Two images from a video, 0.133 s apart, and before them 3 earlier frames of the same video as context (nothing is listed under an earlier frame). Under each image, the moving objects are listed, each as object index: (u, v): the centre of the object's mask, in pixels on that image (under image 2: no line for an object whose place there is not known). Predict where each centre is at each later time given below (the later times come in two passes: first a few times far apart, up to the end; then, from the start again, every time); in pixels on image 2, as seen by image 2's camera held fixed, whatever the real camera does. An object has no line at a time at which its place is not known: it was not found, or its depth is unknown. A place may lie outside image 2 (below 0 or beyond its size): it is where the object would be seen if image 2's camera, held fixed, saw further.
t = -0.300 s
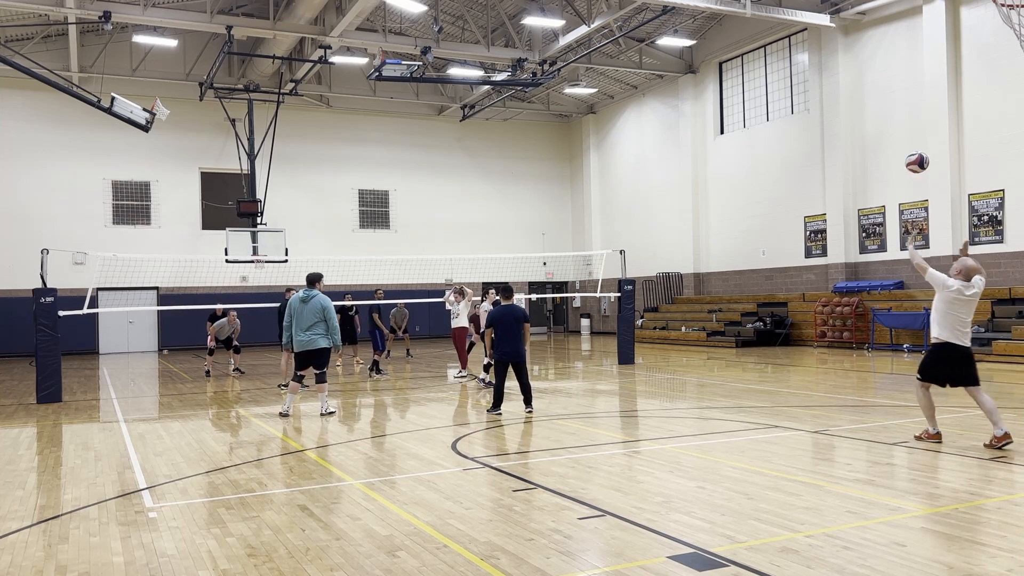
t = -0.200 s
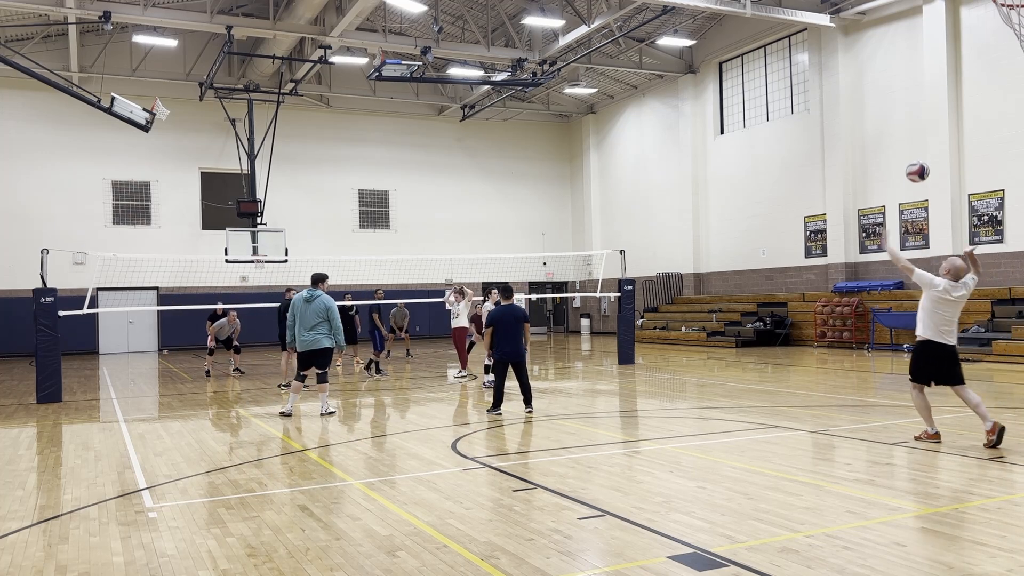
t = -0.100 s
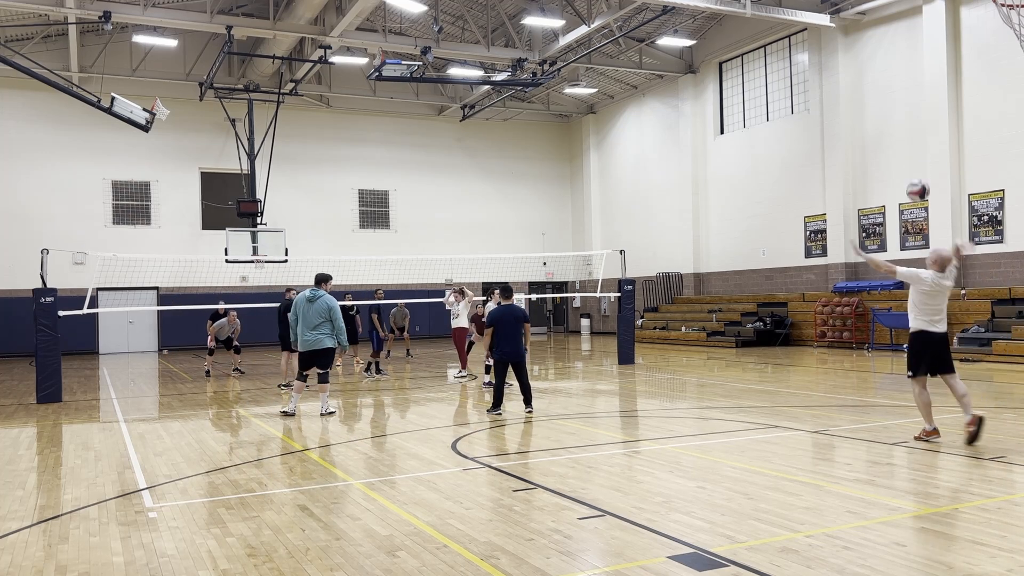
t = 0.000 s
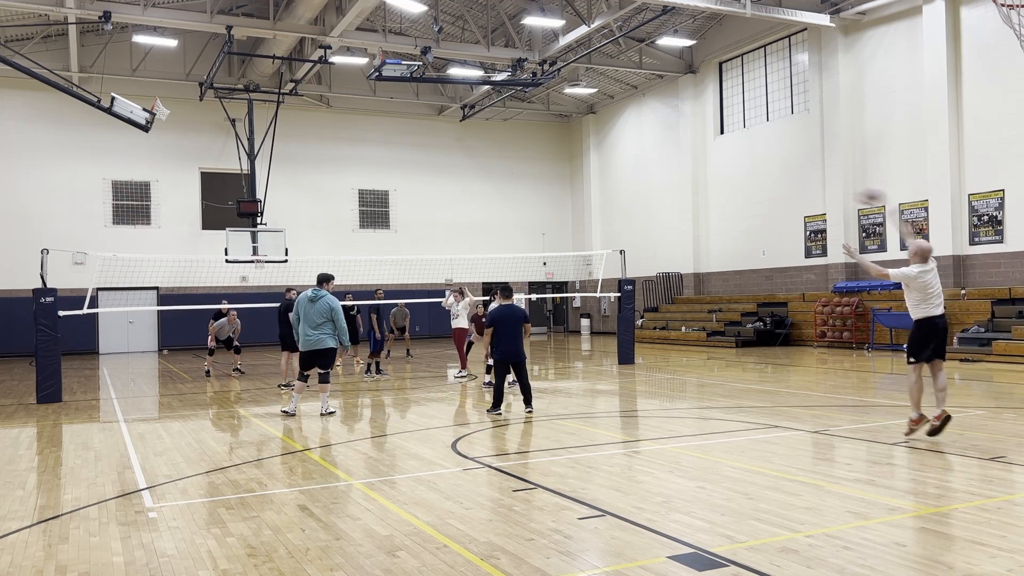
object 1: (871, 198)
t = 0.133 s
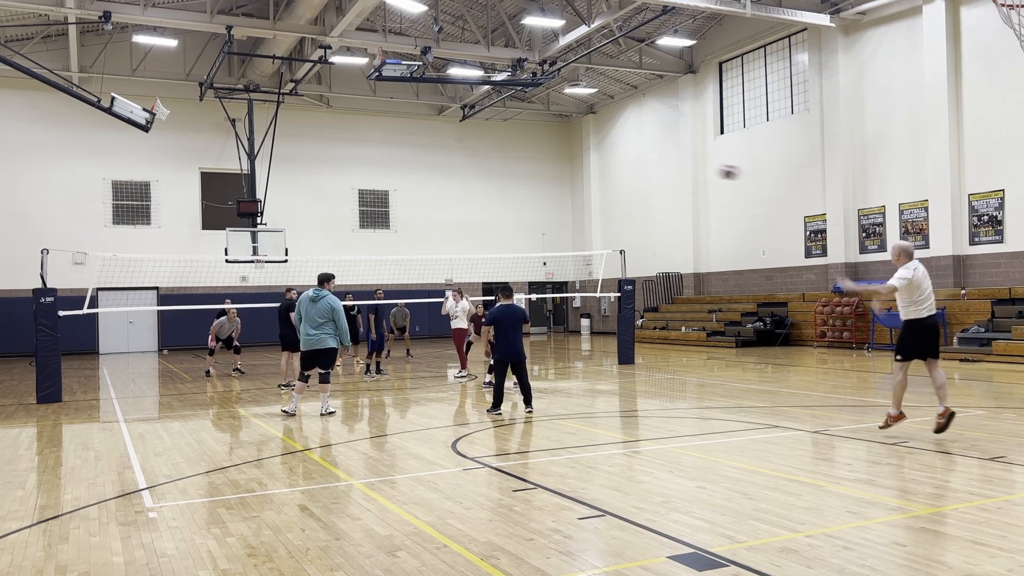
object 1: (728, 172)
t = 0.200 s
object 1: (673, 167)
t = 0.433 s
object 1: (530, 176)
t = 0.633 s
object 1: (445, 206)
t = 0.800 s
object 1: (392, 239)
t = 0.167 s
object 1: (699, 169)
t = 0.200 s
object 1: (673, 167)
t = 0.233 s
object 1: (648, 166)
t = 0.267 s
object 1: (624, 167)
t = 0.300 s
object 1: (603, 168)
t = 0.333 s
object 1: (583, 168)
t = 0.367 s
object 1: (565, 170)
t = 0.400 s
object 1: (546, 172)
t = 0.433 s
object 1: (530, 176)
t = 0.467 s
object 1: (513, 180)
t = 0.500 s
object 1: (498, 185)
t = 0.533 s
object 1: (484, 190)
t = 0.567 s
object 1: (471, 195)
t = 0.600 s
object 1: (458, 201)
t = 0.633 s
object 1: (445, 206)
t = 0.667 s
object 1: (434, 212)
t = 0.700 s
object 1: (423, 218)
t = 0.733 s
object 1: (412, 225)
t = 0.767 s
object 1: (402, 232)
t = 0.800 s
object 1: (392, 239)
